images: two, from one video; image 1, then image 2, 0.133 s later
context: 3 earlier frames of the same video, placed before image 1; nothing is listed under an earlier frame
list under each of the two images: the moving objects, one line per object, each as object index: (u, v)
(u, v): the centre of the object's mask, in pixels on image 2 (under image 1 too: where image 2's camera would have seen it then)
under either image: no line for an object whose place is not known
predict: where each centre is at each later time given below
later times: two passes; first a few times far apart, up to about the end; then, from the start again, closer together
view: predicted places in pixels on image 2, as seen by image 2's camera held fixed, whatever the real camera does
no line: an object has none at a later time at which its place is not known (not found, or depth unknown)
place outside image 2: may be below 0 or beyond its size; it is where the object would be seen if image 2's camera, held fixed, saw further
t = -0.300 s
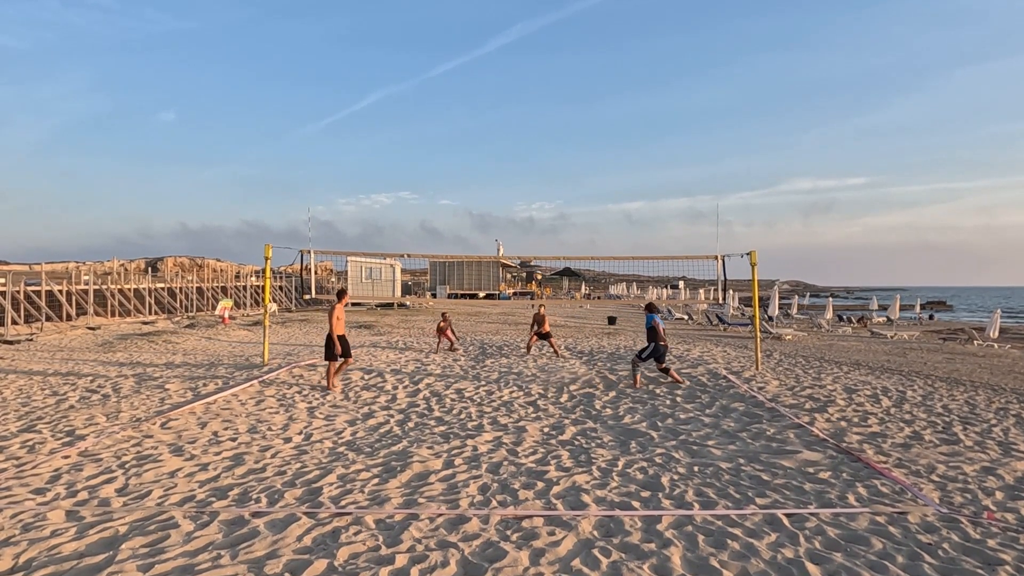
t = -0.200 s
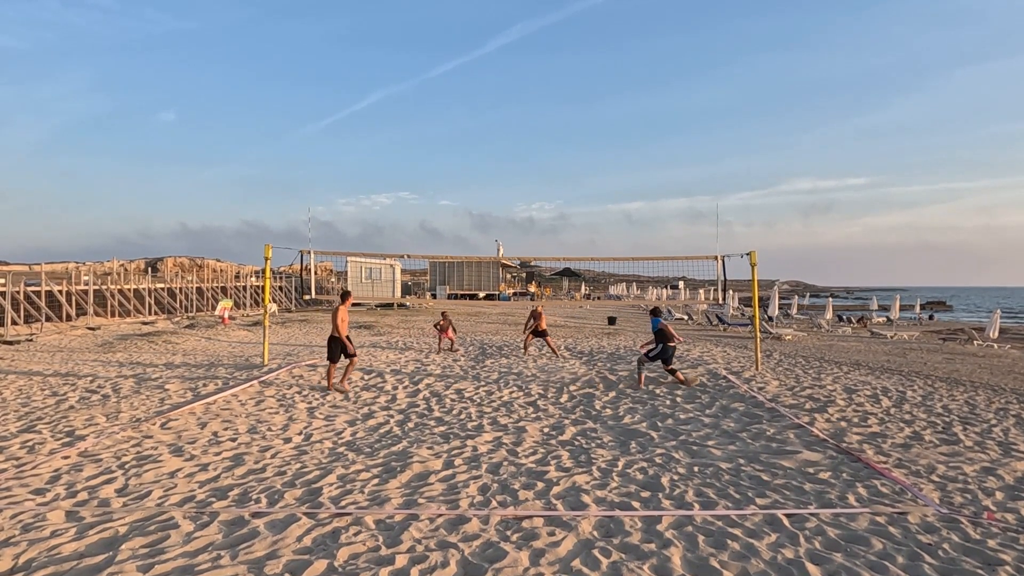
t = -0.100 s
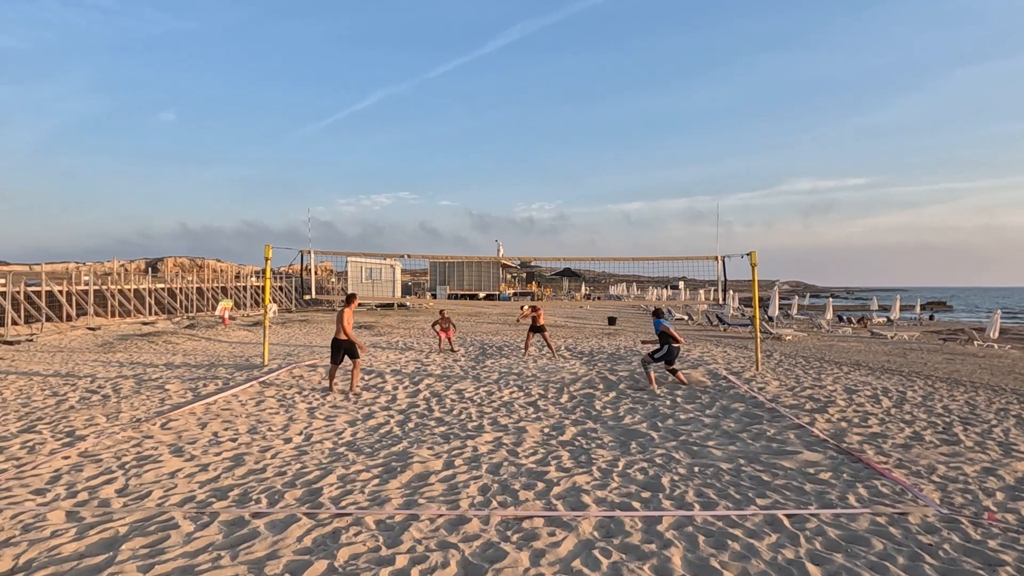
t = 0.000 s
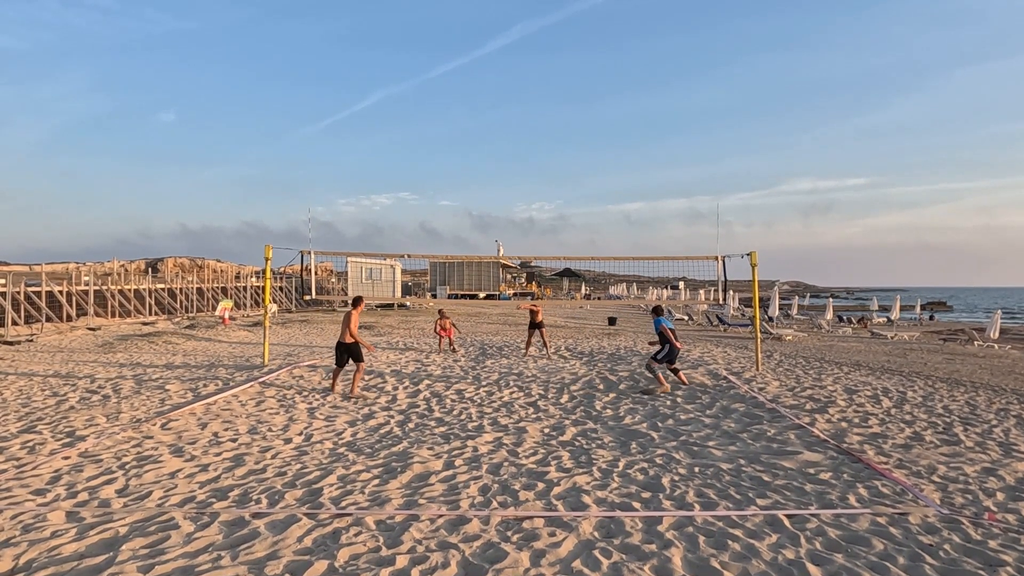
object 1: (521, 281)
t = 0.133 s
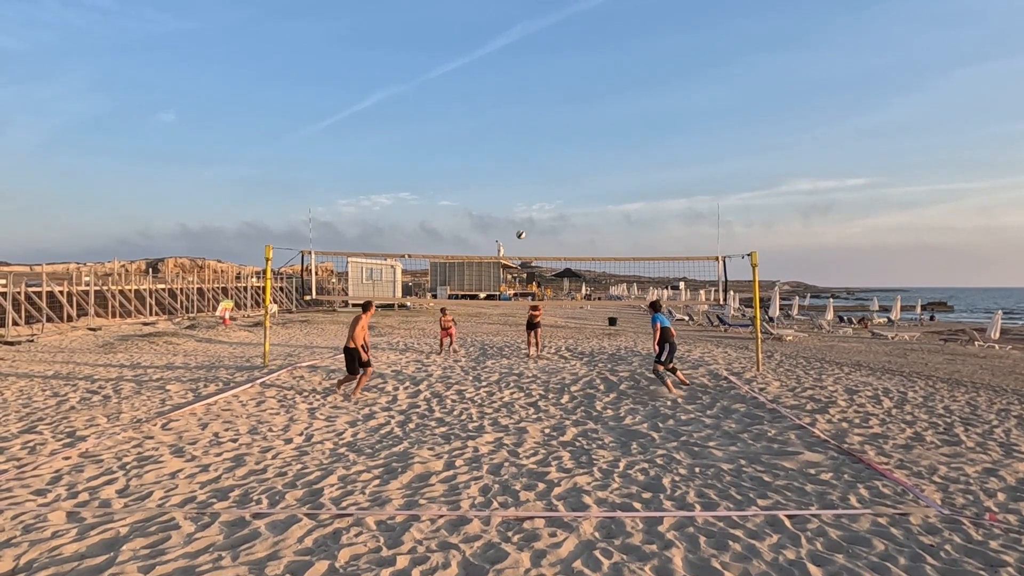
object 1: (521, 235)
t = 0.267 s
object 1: (519, 190)
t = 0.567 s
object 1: (508, 104)
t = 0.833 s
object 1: (493, 57)
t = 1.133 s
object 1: (468, 45)
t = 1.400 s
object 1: (436, 80)
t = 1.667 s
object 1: (393, 169)
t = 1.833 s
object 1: (361, 257)
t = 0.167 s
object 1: (520, 223)
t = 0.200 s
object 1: (520, 212)
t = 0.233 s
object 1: (519, 201)
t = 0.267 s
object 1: (519, 190)
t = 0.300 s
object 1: (518, 179)
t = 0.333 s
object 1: (517, 168)
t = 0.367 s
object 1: (516, 158)
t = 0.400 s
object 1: (515, 148)
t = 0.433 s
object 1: (514, 139)
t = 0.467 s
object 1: (512, 129)
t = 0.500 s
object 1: (511, 121)
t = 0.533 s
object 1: (509, 112)
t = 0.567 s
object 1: (508, 104)
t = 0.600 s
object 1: (507, 97)
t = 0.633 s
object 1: (505, 90)
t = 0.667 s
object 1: (504, 83)
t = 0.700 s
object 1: (502, 77)
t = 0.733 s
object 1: (500, 71)
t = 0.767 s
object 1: (498, 66)
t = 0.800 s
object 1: (496, 61)
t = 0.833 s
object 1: (493, 57)
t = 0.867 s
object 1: (491, 54)
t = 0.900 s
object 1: (489, 51)
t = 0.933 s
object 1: (486, 48)
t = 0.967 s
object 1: (484, 46)
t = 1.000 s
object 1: (481, 45)
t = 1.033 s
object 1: (478, 44)
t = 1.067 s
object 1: (475, 44)
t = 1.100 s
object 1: (472, 44)
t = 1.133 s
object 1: (468, 45)
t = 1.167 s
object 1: (465, 47)
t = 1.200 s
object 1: (461, 49)
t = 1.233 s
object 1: (458, 52)
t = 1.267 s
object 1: (454, 56)
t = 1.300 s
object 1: (450, 61)
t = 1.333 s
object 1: (445, 66)
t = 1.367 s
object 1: (441, 73)
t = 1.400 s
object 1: (436, 80)
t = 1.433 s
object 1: (431, 88)
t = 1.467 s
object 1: (426, 97)
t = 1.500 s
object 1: (421, 106)
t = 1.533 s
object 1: (415, 117)
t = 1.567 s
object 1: (410, 129)
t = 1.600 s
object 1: (404, 141)
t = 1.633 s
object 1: (399, 154)
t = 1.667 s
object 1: (393, 169)
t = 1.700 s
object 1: (387, 184)
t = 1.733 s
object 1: (380, 201)
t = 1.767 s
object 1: (374, 218)
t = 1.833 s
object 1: (361, 257)
